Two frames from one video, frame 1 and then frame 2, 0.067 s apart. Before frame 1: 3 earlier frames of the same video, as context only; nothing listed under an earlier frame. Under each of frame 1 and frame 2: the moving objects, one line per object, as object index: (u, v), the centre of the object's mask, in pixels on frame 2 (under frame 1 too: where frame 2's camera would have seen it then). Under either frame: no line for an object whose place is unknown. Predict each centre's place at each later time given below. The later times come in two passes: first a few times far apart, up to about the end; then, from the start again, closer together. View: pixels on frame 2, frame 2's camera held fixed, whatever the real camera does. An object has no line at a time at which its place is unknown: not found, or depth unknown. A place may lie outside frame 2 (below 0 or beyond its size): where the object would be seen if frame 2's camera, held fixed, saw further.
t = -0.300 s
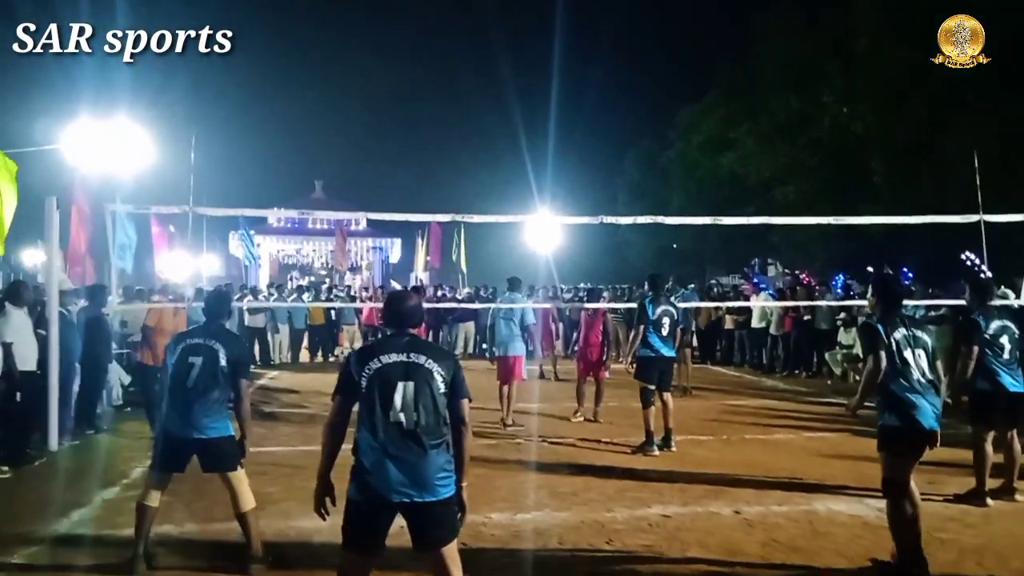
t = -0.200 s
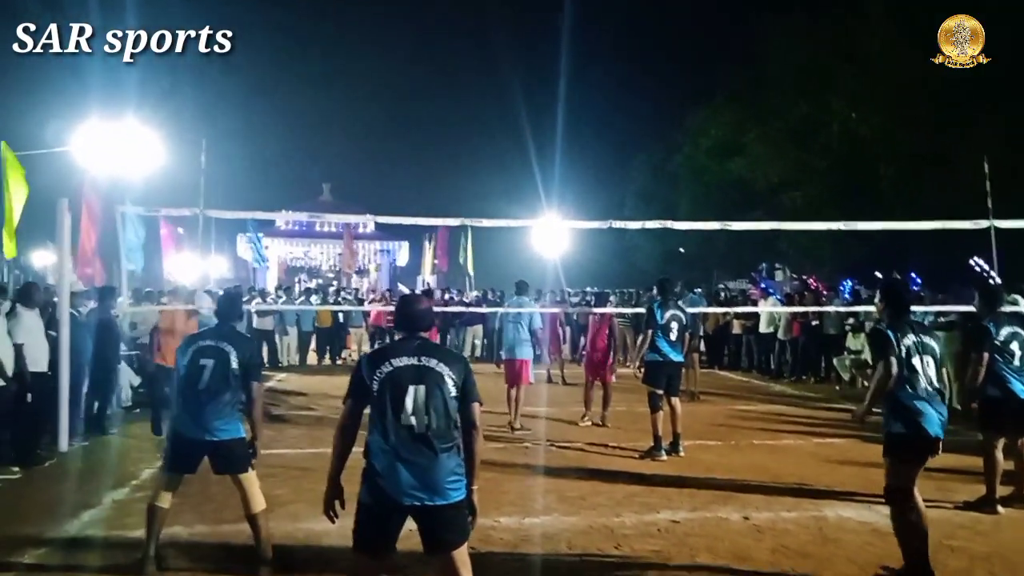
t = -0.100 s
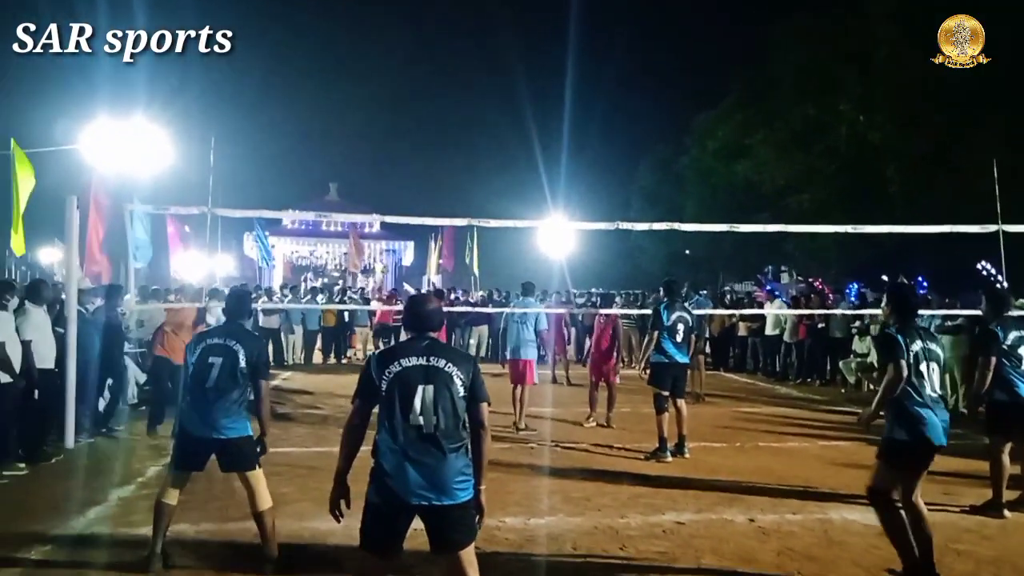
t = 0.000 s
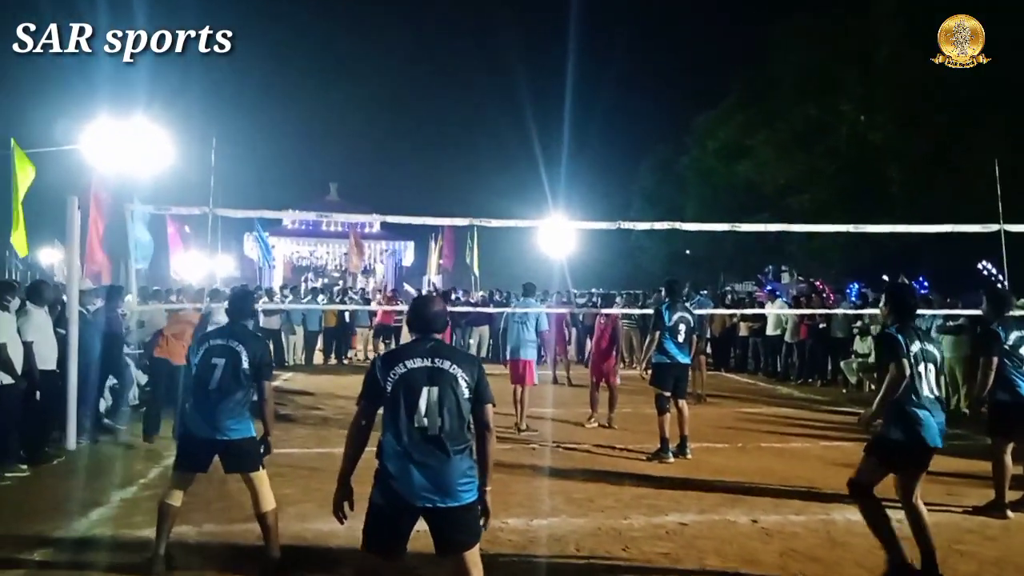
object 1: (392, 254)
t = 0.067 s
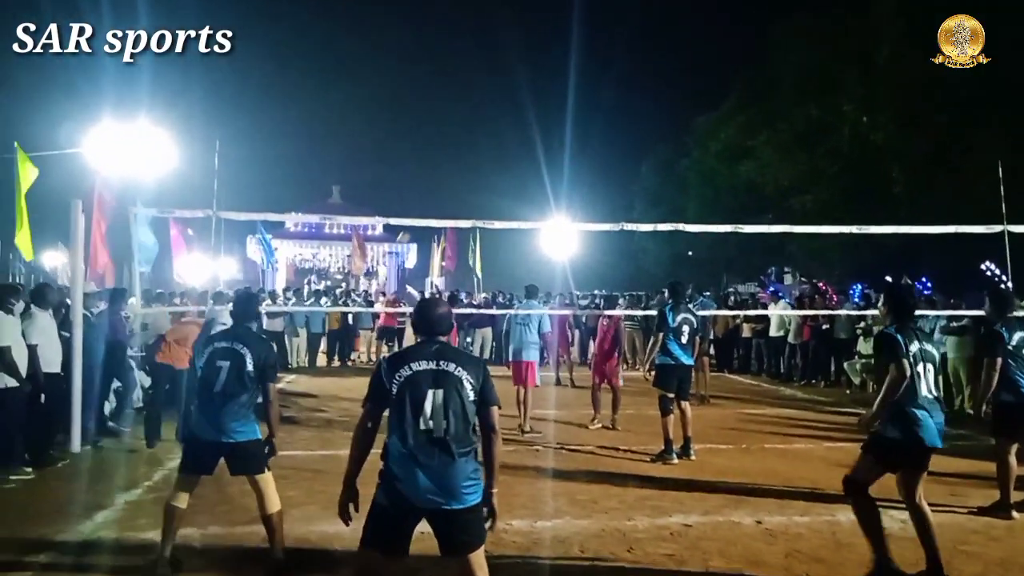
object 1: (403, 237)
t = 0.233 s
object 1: (426, 201)
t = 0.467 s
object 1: (464, 164)
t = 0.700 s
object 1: (520, 153)
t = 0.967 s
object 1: (620, 203)
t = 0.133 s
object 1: (413, 217)
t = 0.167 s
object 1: (417, 213)
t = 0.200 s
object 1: (421, 207)
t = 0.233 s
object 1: (426, 201)
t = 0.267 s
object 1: (431, 194)
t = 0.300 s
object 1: (437, 188)
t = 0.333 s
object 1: (442, 183)
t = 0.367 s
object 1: (447, 177)
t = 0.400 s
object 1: (453, 172)
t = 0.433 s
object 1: (459, 167)
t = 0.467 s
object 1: (464, 164)
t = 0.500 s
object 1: (471, 160)
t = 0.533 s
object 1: (478, 157)
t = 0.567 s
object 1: (486, 155)
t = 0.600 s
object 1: (494, 153)
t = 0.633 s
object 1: (502, 152)
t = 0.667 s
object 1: (511, 152)
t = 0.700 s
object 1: (520, 153)
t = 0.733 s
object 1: (530, 155)
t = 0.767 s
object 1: (541, 158)
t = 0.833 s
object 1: (565, 167)
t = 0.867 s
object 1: (577, 174)
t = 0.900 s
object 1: (590, 182)
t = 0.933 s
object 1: (604, 192)
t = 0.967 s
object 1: (620, 203)
